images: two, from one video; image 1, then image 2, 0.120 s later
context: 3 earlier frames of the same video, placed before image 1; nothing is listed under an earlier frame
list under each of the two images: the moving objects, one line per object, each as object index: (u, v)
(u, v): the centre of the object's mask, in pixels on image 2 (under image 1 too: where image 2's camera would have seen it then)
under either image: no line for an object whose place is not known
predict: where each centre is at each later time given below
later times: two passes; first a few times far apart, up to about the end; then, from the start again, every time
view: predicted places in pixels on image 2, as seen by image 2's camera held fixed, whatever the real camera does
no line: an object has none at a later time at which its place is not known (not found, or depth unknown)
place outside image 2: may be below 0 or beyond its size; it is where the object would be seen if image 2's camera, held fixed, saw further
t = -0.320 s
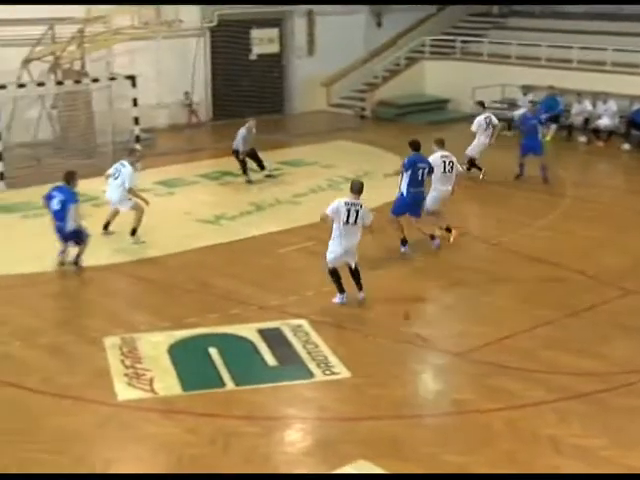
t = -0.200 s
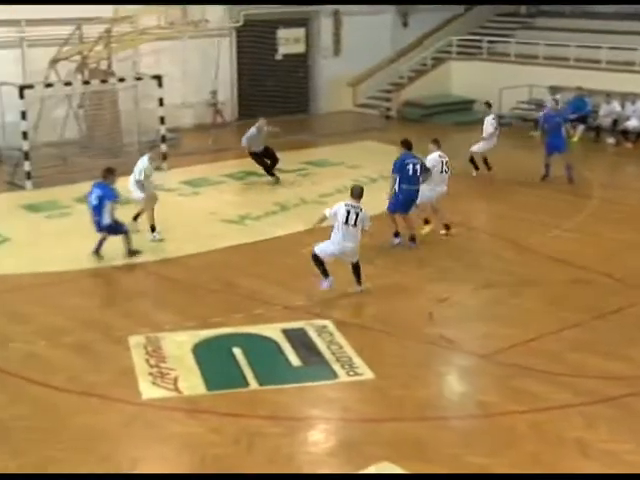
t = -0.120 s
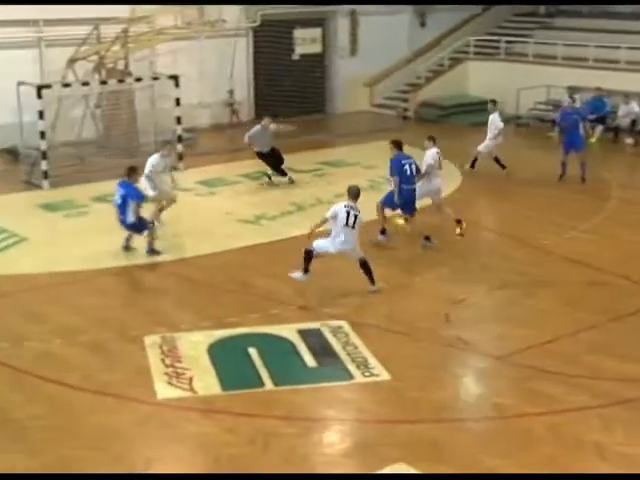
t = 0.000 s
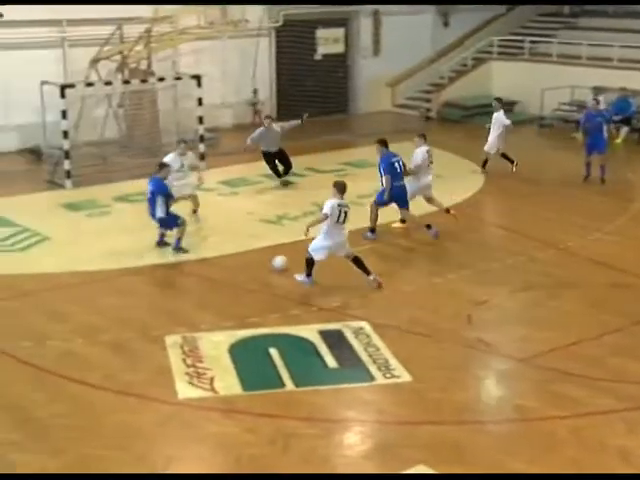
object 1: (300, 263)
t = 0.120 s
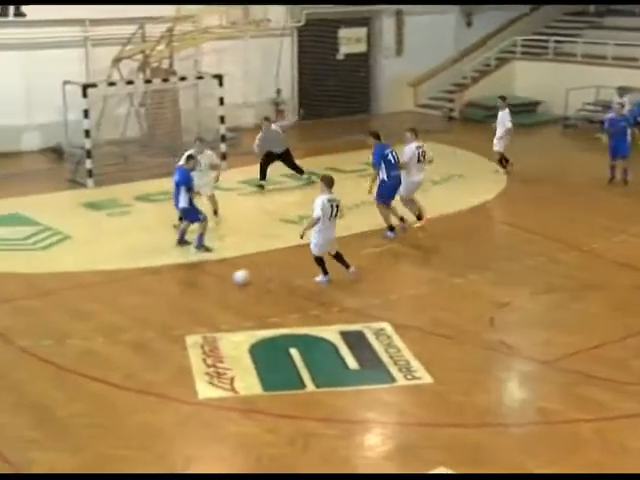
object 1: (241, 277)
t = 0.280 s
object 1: (159, 298)
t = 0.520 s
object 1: (30, 329)
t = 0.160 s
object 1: (221, 281)
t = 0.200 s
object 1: (200, 288)
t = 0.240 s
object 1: (180, 293)
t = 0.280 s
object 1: (159, 298)
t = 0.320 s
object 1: (139, 303)
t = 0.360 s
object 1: (118, 308)
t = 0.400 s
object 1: (97, 314)
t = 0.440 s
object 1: (75, 319)
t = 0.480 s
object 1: (52, 324)
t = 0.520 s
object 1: (30, 329)
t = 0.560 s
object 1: (7, 336)
